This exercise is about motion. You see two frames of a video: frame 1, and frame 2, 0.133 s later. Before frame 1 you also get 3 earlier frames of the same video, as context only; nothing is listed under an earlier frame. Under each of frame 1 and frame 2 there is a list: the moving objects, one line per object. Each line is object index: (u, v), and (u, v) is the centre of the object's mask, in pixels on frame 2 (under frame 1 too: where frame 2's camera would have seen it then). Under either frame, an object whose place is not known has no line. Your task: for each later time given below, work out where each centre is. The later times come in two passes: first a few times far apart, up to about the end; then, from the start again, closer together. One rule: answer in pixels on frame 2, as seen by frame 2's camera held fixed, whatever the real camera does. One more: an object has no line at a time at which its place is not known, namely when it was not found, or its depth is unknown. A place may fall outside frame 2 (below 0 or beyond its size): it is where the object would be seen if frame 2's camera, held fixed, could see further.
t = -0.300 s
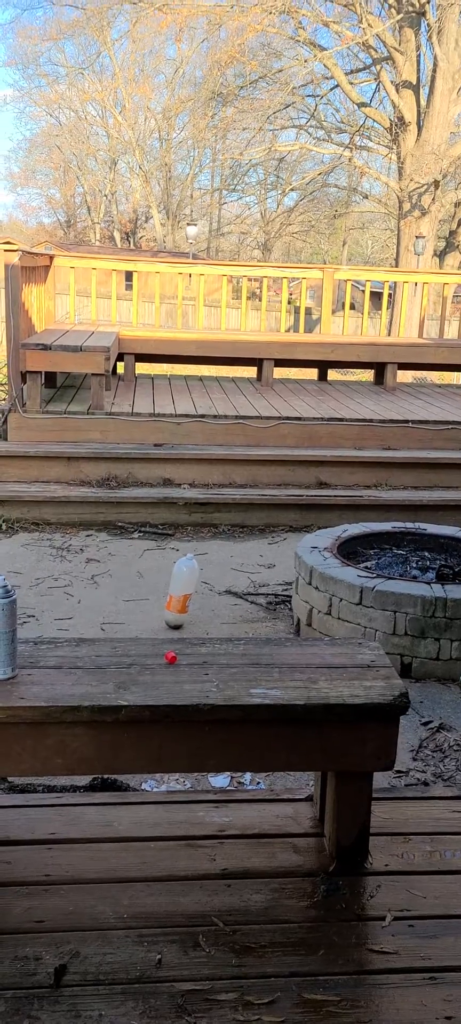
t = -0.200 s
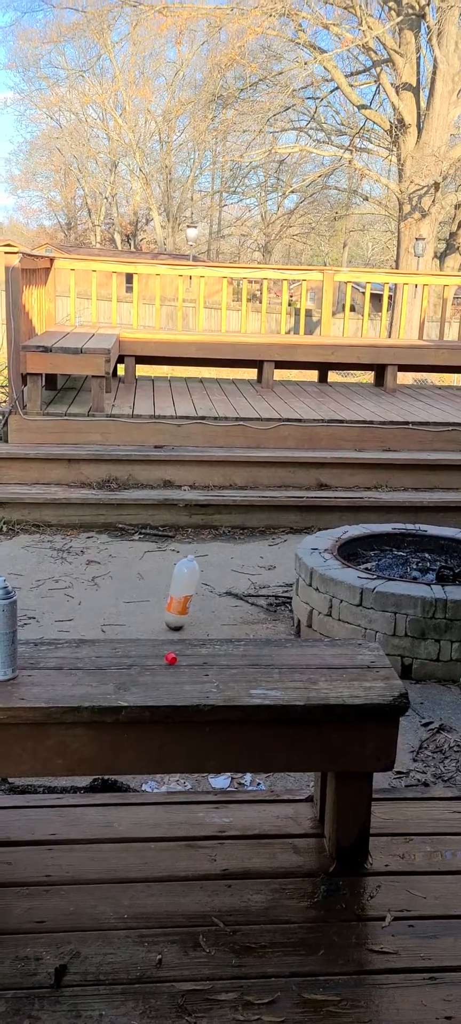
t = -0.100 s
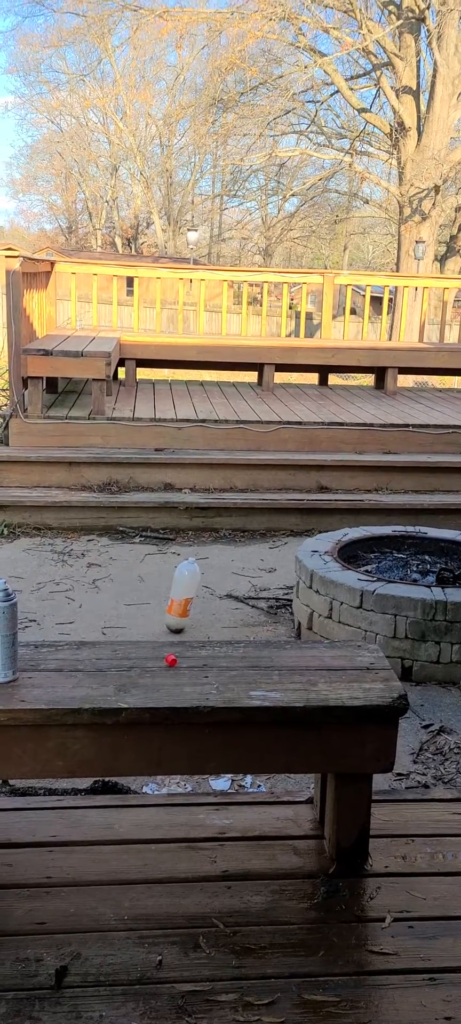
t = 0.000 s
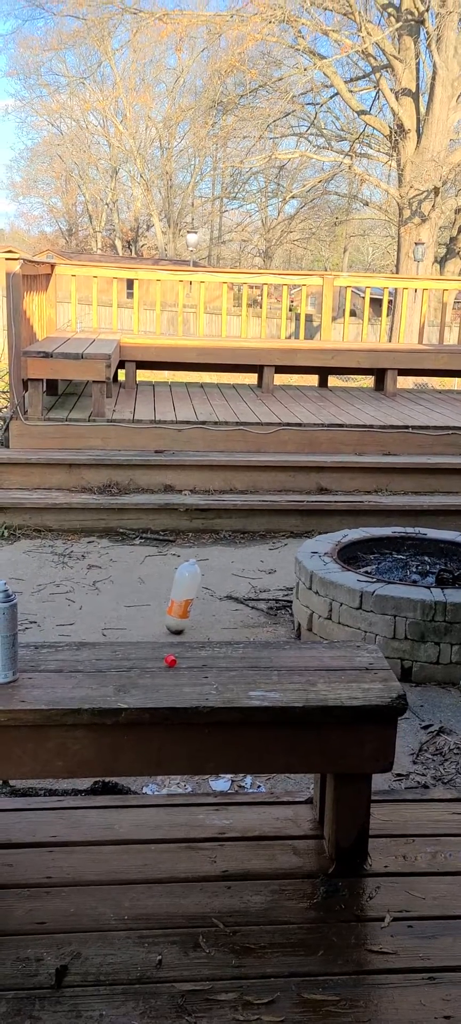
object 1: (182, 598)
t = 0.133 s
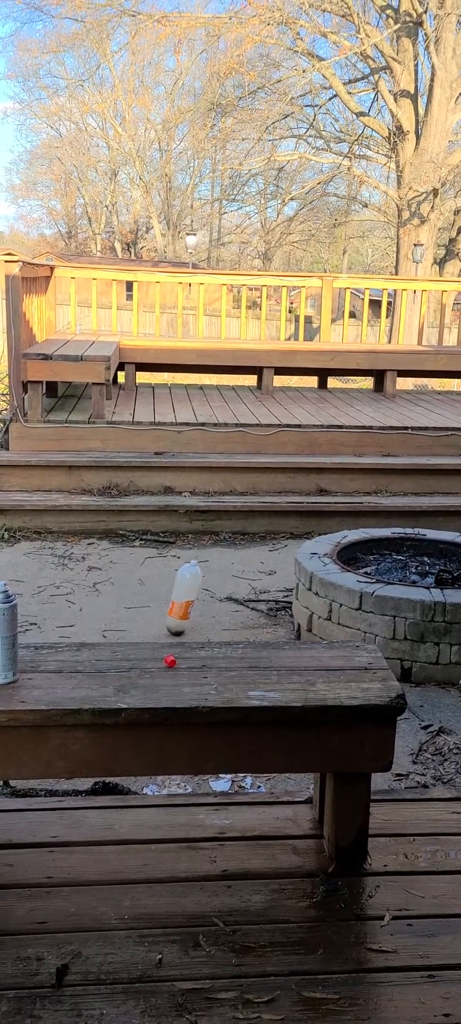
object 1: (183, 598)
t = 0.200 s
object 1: (184, 598)
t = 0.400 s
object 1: (188, 599)
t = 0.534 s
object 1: (195, 601)
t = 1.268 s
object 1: (221, 619)
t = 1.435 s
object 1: (225, 623)
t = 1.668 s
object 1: (225, 624)
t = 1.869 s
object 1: (225, 624)
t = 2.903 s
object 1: (225, 623)
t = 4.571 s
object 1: (225, 624)
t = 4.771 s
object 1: (225, 624)
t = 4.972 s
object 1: (225, 624)
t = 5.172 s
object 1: (225, 624)
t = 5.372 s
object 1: (225, 624)
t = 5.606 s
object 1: (225, 624)
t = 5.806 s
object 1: (225, 624)
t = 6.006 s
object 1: (225, 624)
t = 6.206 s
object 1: (225, 624)
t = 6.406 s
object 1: (225, 624)
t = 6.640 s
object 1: (225, 624)
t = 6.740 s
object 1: (225, 624)
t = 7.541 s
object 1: (224, 624)
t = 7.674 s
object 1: (225, 624)
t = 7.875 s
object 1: (225, 624)
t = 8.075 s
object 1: (225, 624)
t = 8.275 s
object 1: (225, 624)
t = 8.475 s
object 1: (225, 624)
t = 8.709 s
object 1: (225, 624)
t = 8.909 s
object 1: (225, 624)
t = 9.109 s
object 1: (225, 624)
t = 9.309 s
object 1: (225, 624)
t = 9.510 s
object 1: (225, 624)
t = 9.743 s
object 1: (225, 624)
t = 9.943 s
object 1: (225, 624)
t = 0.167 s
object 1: (183, 598)
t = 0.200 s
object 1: (184, 598)
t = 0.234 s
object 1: (184, 598)
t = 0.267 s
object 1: (185, 598)
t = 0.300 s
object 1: (186, 598)
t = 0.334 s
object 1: (186, 598)
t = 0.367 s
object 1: (187, 598)
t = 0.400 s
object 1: (188, 599)
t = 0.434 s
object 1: (190, 599)
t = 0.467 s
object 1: (191, 600)
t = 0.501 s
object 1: (193, 600)
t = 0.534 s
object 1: (195, 601)
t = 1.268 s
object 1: (221, 619)
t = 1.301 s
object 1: (222, 620)
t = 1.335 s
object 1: (223, 622)
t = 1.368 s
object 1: (224, 625)
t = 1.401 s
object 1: (225, 624)
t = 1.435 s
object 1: (225, 623)
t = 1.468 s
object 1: (225, 623)
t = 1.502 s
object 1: (225, 624)
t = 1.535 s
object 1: (225, 624)
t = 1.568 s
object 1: (225, 624)
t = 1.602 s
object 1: (225, 624)
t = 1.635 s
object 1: (225, 624)
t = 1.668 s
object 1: (225, 624)
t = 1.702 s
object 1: (225, 624)
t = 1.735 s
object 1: (225, 624)
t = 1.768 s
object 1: (225, 624)
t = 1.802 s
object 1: (225, 624)
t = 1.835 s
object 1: (225, 624)
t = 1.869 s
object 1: (225, 624)
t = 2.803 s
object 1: (225, 624)
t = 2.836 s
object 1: (225, 623)
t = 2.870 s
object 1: (225, 623)
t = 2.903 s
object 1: (225, 623)
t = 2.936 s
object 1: (225, 623)
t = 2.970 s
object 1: (225, 623)
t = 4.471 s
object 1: (225, 623)
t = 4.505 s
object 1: (225, 624)
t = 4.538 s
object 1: (225, 624)
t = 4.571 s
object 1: (225, 624)
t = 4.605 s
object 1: (225, 624)
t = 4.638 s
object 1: (225, 624)
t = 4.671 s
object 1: (225, 624)
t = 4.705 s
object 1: (225, 624)
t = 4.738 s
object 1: (225, 624)
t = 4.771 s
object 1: (225, 624)
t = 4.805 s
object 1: (225, 624)
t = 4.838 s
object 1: (225, 624)
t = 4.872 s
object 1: (225, 624)
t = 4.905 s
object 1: (225, 624)
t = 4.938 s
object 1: (225, 624)
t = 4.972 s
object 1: (225, 624)
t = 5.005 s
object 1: (225, 624)
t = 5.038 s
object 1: (225, 624)
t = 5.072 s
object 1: (225, 624)
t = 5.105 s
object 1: (225, 624)
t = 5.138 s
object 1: (225, 624)
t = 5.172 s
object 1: (225, 624)
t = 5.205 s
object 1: (225, 624)
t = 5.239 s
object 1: (225, 624)
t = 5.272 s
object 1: (225, 624)
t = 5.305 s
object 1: (225, 624)
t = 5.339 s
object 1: (225, 624)
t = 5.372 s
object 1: (225, 624)
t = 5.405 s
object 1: (225, 624)
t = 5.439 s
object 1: (225, 624)
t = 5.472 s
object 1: (225, 624)
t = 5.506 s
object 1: (225, 624)
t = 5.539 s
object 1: (225, 624)
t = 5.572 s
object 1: (225, 624)
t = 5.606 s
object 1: (225, 624)
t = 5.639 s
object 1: (225, 624)
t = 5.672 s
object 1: (225, 624)
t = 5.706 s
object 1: (225, 624)
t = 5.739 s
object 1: (225, 624)
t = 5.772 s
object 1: (225, 624)
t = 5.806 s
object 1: (225, 624)
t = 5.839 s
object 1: (225, 624)
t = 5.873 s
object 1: (225, 624)
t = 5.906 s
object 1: (225, 624)
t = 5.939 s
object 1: (225, 624)
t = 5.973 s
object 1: (225, 624)
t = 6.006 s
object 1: (225, 624)
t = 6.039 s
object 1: (225, 624)
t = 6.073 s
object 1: (225, 624)
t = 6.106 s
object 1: (225, 624)
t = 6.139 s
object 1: (225, 624)
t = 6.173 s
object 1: (225, 624)
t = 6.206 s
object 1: (225, 624)
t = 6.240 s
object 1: (225, 624)
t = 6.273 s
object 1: (225, 624)
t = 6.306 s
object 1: (225, 624)
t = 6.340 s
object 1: (225, 624)
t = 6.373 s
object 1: (225, 624)
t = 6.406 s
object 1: (225, 624)
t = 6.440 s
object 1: (224, 624)
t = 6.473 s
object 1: (224, 624)
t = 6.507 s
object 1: (224, 624)
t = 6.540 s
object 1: (225, 624)
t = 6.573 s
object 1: (225, 624)
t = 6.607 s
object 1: (225, 624)
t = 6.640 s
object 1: (225, 624)
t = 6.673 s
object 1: (225, 624)
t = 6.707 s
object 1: (225, 624)
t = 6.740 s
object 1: (225, 624)
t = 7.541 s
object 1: (224, 624)
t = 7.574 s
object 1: (225, 624)
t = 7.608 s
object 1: (225, 624)
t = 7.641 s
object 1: (225, 624)
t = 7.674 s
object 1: (225, 624)
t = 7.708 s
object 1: (225, 624)
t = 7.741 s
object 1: (225, 624)
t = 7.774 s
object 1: (225, 624)
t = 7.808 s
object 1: (225, 624)
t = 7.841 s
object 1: (225, 624)
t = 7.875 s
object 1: (225, 624)
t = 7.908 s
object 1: (225, 624)
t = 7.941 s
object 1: (225, 624)
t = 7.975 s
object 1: (225, 624)
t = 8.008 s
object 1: (225, 624)
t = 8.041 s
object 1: (225, 624)
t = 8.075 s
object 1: (225, 624)
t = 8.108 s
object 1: (225, 624)
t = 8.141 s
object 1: (225, 624)
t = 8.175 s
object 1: (225, 624)
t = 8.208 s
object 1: (225, 624)
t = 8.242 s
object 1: (225, 624)
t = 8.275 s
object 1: (225, 624)
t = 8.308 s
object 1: (225, 624)
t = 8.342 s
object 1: (225, 624)
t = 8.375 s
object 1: (225, 624)
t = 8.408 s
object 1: (225, 624)
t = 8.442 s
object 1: (225, 624)
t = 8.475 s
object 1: (225, 624)
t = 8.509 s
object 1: (225, 624)
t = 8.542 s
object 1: (225, 624)
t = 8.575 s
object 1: (225, 624)
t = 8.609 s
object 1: (225, 624)
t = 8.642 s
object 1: (225, 624)
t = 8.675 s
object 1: (225, 624)
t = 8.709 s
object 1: (225, 624)
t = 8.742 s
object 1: (225, 624)
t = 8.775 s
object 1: (225, 624)
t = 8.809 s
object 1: (225, 624)
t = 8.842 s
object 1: (225, 624)
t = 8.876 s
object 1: (225, 624)
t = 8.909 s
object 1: (225, 624)
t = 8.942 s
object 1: (225, 624)
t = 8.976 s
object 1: (225, 624)
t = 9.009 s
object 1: (225, 624)
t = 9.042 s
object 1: (225, 624)
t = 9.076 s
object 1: (225, 624)
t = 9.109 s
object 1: (225, 624)
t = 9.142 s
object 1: (225, 624)
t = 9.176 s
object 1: (225, 624)
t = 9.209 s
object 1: (225, 624)
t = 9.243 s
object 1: (225, 624)
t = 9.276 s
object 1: (225, 624)
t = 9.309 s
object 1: (225, 624)
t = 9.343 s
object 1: (225, 624)
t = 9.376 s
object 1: (225, 624)
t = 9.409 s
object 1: (225, 624)
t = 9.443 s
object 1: (225, 624)
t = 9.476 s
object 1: (225, 624)
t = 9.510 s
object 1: (225, 624)
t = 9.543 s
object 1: (225, 624)
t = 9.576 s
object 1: (225, 624)
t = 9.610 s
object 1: (225, 624)
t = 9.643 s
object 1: (225, 624)
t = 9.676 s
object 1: (225, 624)
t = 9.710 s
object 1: (225, 624)
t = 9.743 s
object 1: (225, 624)
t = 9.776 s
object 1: (225, 624)
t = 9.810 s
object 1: (225, 624)
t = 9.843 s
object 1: (225, 624)
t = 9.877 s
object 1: (225, 624)
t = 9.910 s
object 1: (225, 624)
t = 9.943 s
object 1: (225, 624)
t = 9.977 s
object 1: (225, 624)
